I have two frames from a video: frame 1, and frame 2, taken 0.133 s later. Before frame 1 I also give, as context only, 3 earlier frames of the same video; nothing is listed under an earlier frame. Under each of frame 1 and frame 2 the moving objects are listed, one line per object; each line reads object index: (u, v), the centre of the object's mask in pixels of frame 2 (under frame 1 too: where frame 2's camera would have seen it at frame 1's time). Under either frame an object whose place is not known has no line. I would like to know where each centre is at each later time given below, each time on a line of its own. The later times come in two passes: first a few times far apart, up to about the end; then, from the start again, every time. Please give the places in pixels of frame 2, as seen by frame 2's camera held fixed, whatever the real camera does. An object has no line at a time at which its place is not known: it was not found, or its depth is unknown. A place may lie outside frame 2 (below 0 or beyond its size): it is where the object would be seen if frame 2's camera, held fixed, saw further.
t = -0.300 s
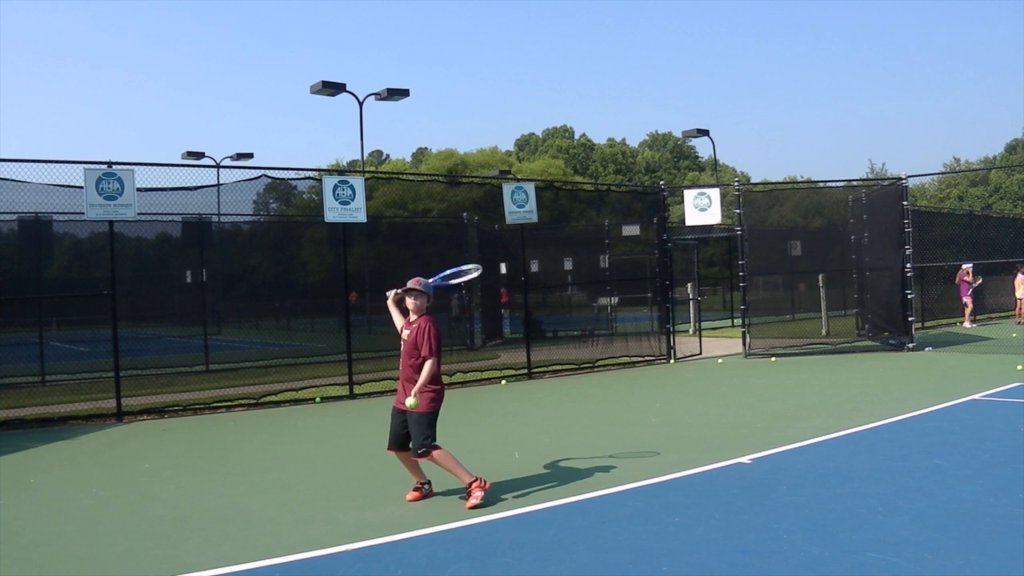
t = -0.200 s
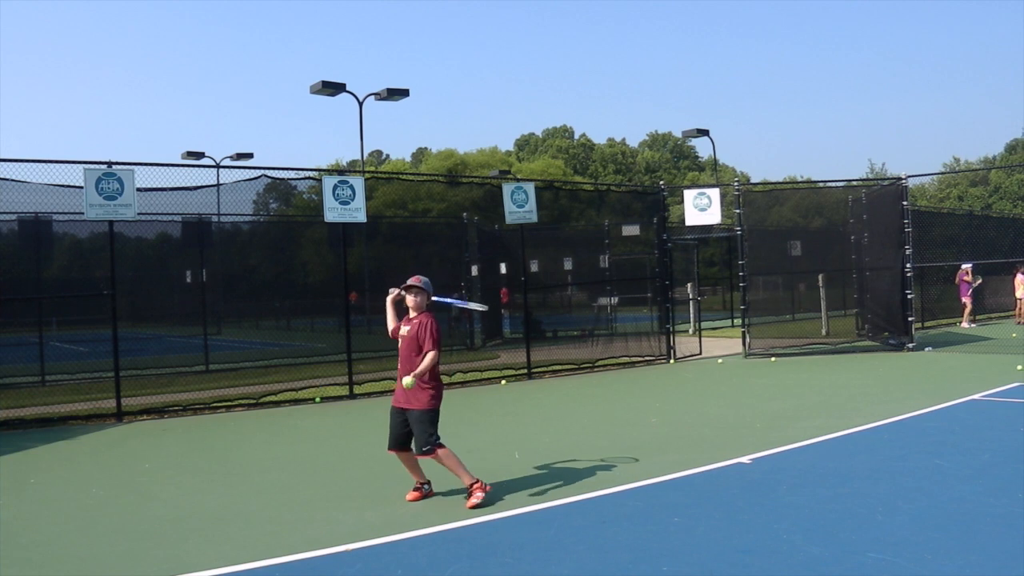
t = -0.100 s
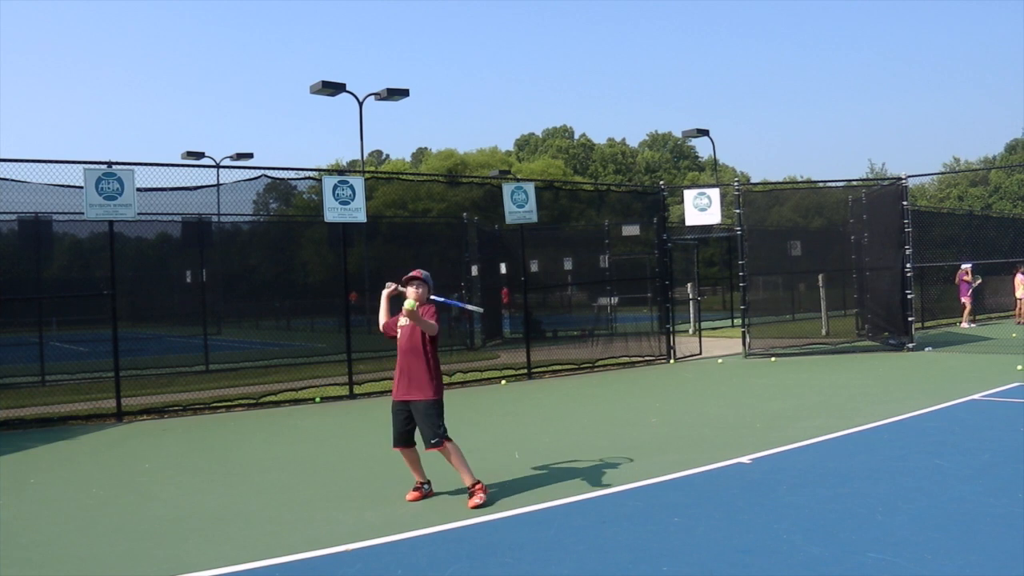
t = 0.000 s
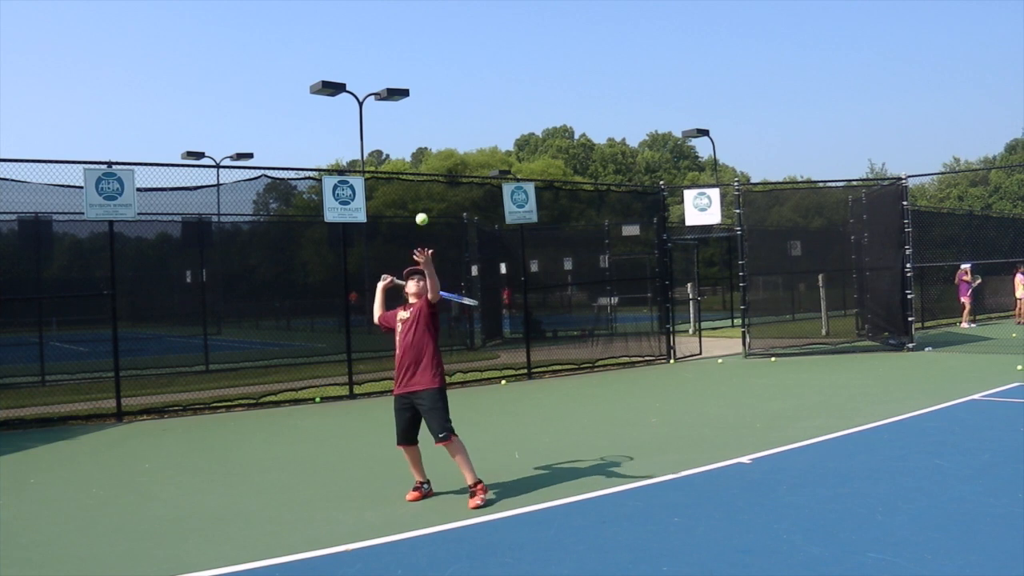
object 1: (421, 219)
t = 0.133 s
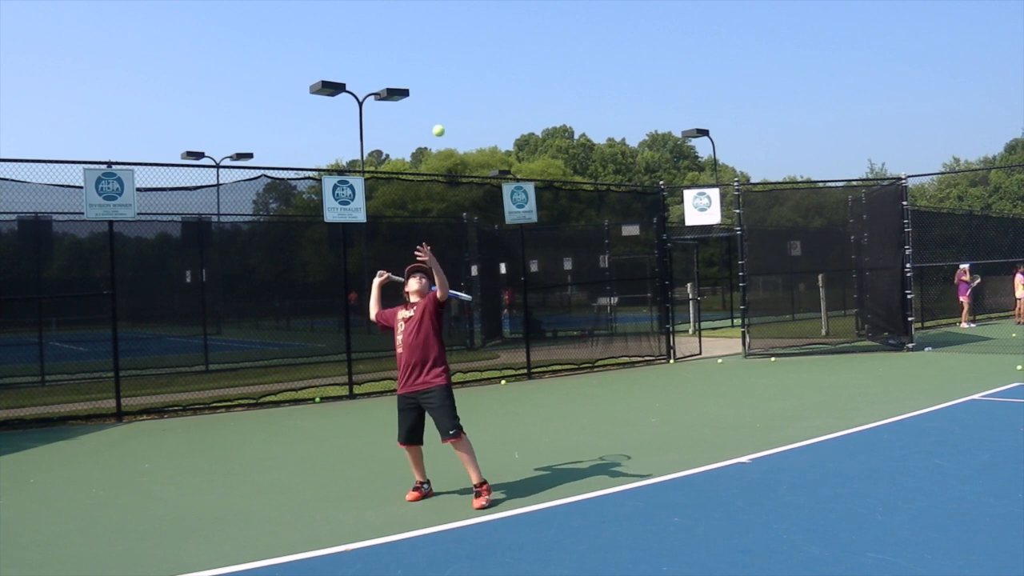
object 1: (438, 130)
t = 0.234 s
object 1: (452, 83)
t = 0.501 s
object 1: (491, 38)
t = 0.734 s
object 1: (530, 94)
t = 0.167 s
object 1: (442, 113)
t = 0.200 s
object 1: (447, 97)
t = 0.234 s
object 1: (452, 83)
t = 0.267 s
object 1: (456, 71)
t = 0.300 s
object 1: (461, 61)
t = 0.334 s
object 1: (466, 53)
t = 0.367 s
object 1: (471, 46)
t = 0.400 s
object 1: (476, 41)
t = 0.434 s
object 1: (481, 38)
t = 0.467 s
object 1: (486, 37)
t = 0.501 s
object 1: (491, 38)
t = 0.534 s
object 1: (496, 40)
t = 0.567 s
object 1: (502, 44)
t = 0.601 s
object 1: (507, 51)
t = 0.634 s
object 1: (513, 59)
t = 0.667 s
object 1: (518, 69)
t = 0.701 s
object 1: (524, 80)
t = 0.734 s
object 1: (530, 94)
